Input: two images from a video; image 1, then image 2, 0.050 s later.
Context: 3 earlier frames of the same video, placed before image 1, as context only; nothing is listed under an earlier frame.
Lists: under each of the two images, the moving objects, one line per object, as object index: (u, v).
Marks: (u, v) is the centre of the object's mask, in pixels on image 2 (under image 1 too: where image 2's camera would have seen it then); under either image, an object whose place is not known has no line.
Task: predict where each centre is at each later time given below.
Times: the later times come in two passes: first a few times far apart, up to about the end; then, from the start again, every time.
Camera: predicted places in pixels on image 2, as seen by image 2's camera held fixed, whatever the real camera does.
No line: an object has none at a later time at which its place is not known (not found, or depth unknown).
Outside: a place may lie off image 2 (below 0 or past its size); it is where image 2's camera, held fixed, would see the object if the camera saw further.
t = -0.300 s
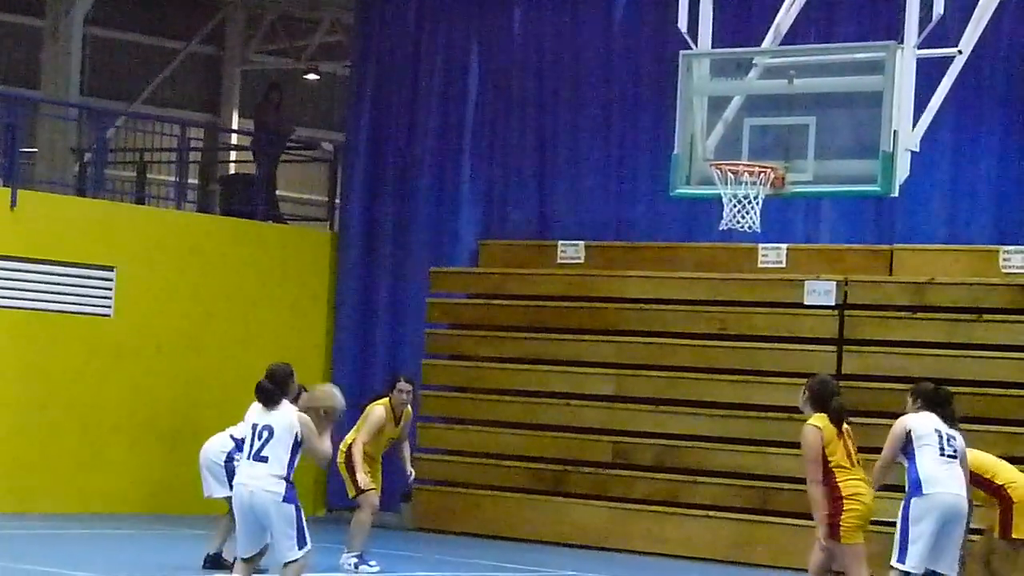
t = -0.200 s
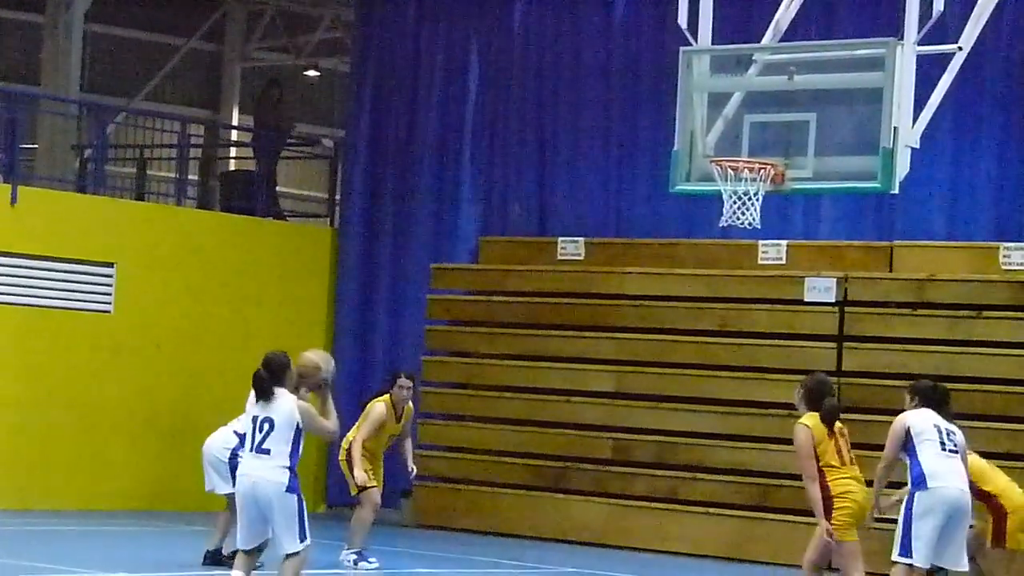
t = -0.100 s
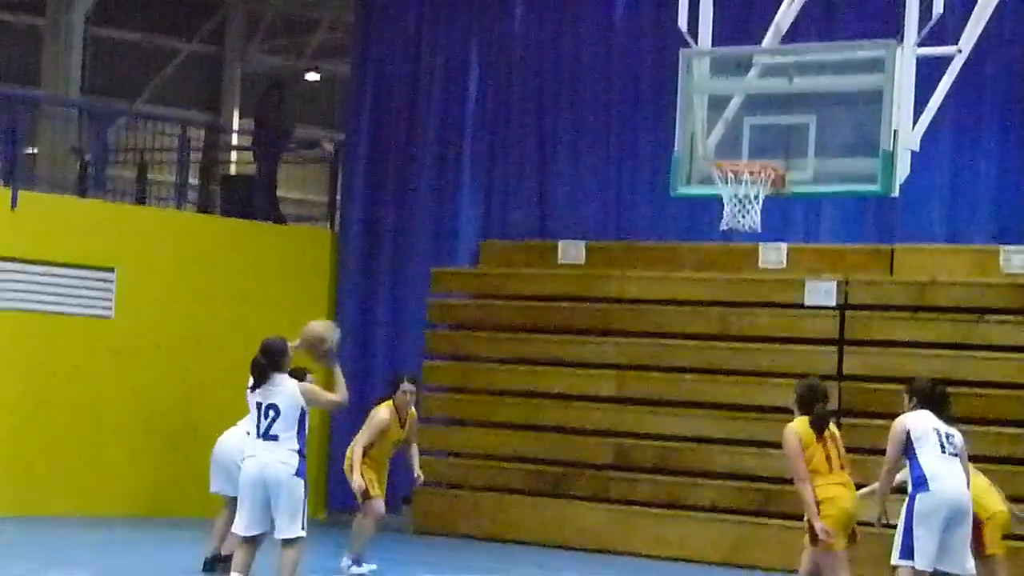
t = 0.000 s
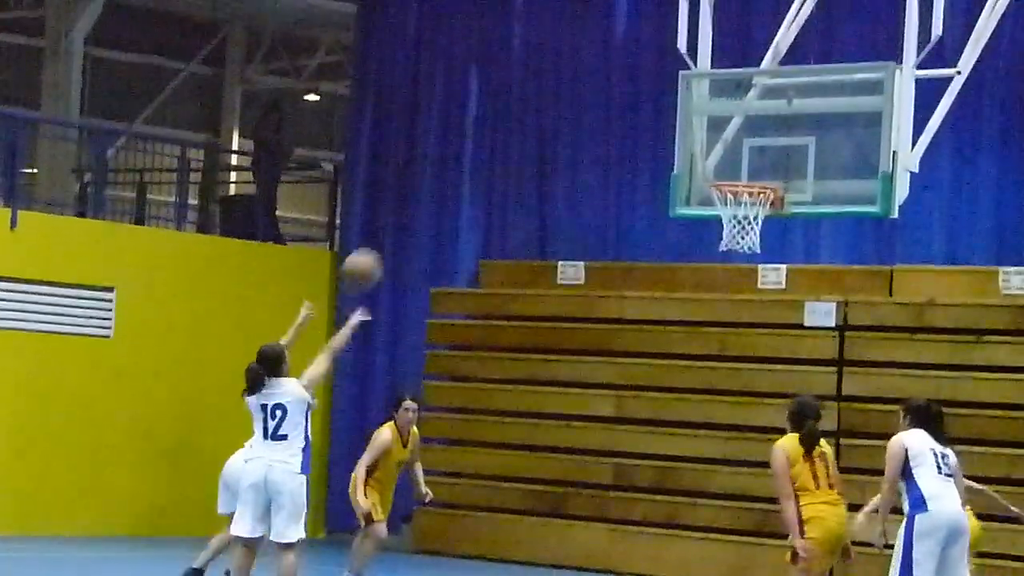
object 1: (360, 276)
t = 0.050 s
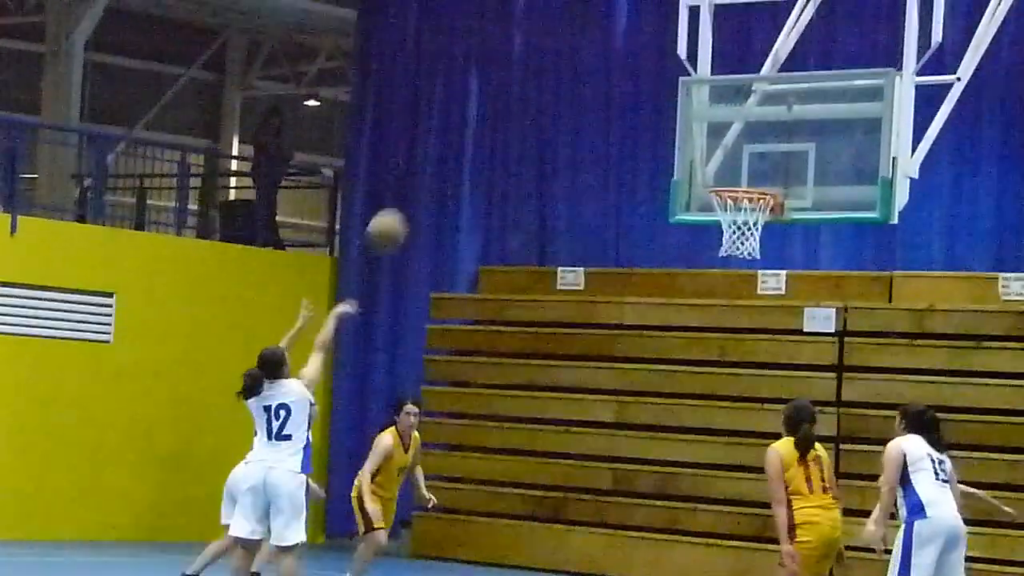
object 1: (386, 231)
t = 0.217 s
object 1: (467, 115)
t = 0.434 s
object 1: (559, 38)
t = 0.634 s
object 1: (632, 31)
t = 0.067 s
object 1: (395, 217)
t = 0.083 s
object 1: (403, 203)
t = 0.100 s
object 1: (412, 187)
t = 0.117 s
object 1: (420, 175)
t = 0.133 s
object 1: (428, 165)
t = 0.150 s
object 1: (436, 155)
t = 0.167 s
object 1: (444, 144)
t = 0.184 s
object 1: (451, 136)
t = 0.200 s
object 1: (459, 124)
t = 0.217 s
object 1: (467, 115)
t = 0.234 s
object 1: (474, 107)
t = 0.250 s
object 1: (482, 98)
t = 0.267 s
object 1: (489, 90)
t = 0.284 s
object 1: (496, 83)
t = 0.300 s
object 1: (504, 76)
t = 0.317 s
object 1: (511, 71)
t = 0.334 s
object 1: (518, 64)
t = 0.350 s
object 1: (525, 59)
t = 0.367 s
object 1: (532, 53)
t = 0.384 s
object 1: (539, 48)
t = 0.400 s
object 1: (546, 44)
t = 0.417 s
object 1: (552, 41)
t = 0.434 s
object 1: (559, 38)
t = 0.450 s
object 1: (565, 35)
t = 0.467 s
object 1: (572, 33)
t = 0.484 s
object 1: (578, 31)
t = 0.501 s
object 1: (584, 30)
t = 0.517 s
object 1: (591, 29)
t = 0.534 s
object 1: (596, 28)
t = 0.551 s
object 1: (603, 27)
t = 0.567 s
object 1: (608, 27)
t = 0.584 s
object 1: (614, 27)
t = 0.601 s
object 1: (620, 28)
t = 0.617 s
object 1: (627, 30)
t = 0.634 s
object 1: (632, 31)
